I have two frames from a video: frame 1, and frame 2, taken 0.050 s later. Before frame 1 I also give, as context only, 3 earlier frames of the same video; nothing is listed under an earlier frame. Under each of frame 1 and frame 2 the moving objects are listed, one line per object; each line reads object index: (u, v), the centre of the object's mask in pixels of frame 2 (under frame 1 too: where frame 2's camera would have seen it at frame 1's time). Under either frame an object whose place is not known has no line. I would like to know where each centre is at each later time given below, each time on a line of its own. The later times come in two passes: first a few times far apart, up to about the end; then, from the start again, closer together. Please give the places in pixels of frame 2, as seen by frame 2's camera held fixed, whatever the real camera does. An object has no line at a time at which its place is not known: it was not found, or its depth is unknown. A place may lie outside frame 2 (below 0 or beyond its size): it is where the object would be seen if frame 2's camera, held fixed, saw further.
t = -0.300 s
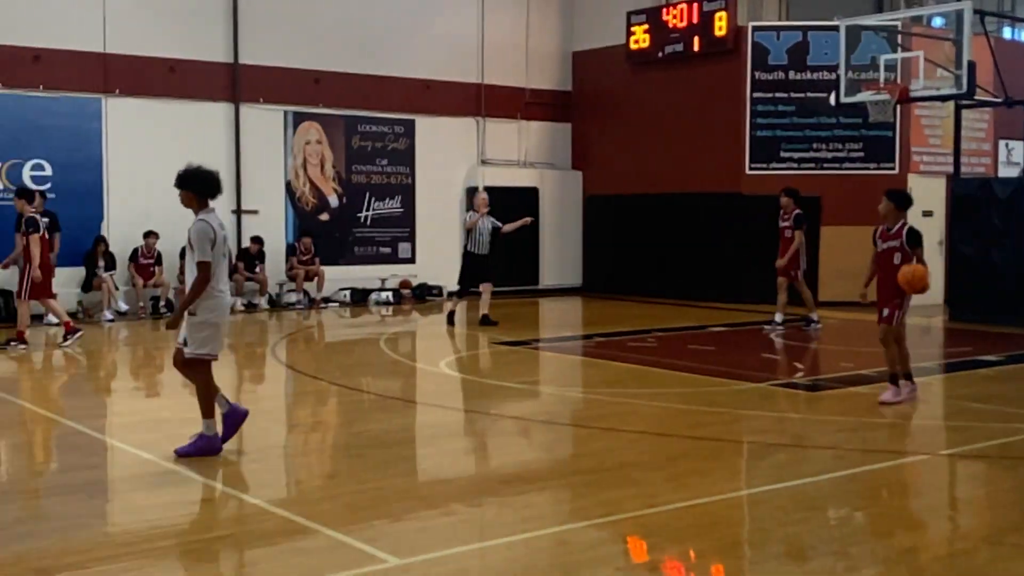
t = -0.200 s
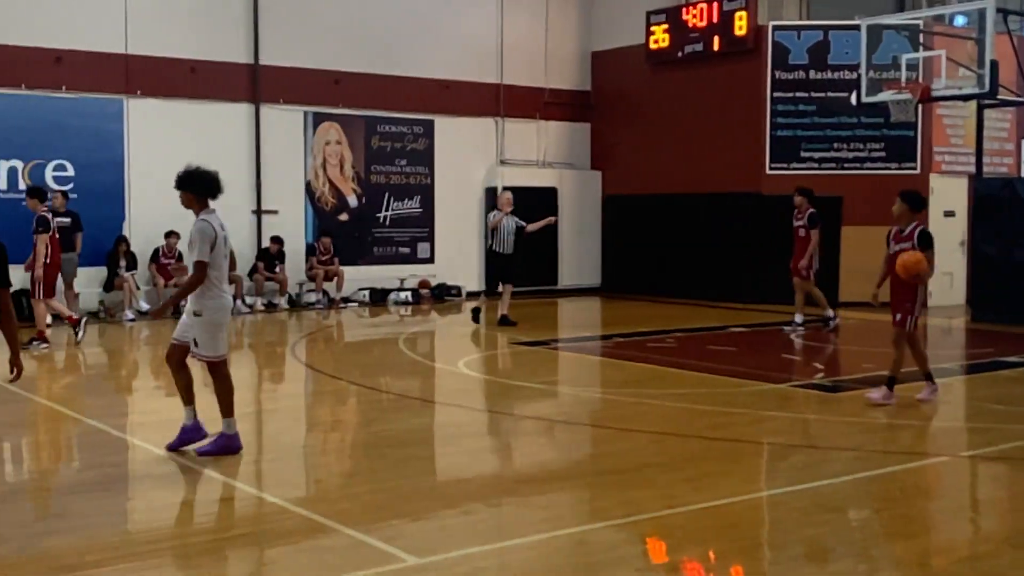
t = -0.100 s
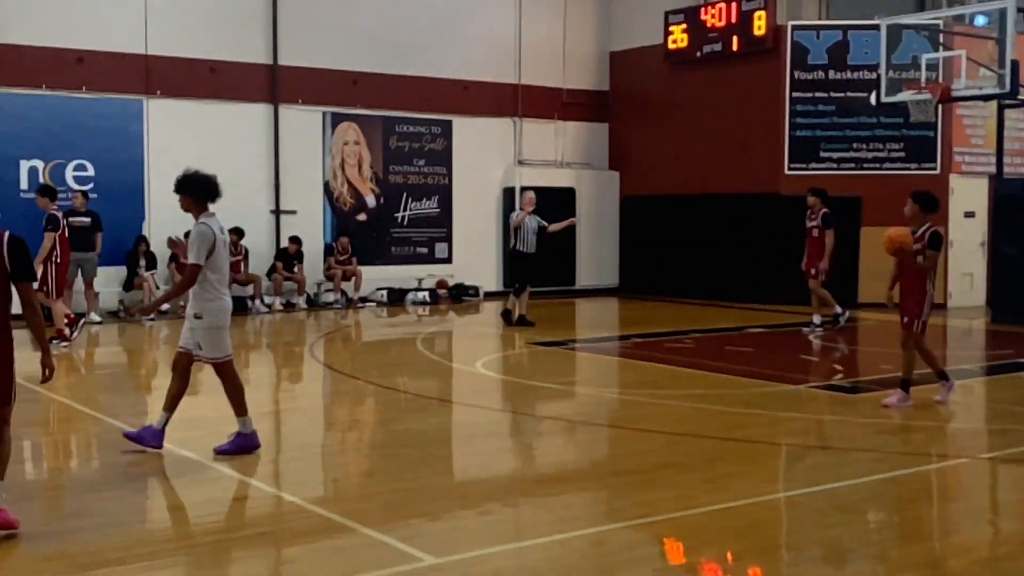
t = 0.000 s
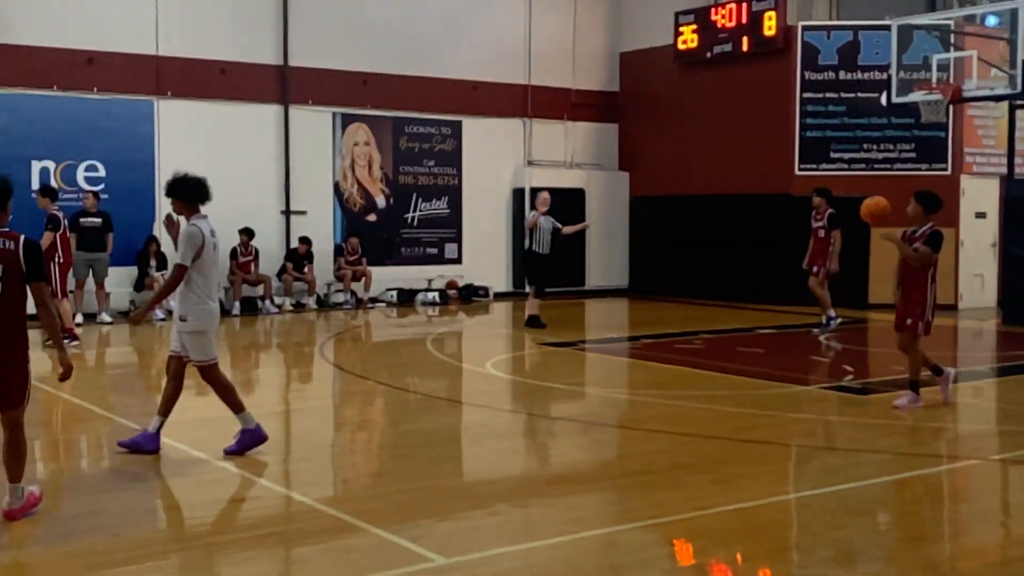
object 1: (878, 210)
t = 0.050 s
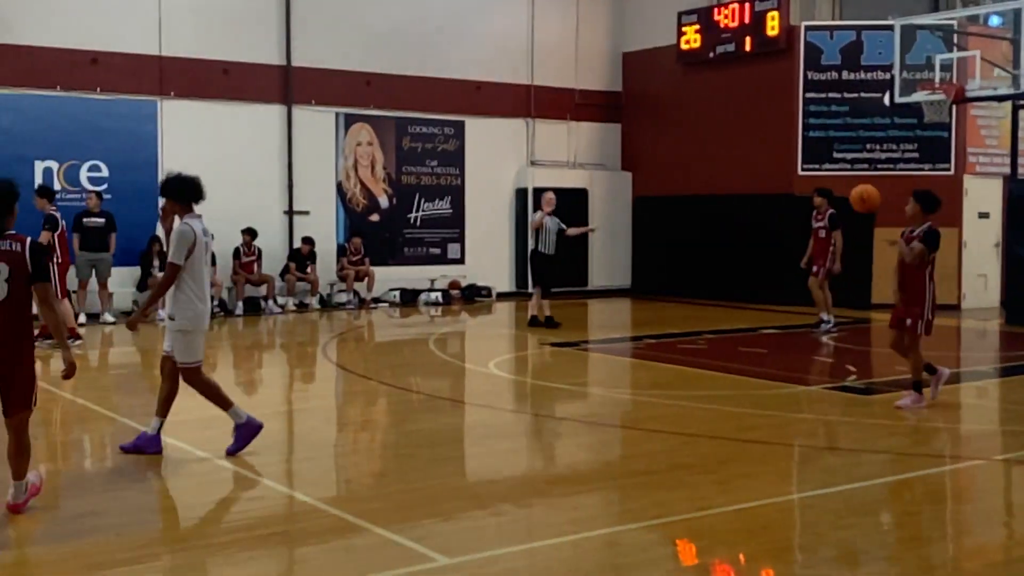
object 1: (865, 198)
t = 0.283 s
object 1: (808, 184)
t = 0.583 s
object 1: (748, 242)
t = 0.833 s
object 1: (708, 340)
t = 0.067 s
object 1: (860, 195)
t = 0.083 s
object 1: (856, 192)
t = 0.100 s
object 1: (852, 190)
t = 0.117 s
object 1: (847, 188)
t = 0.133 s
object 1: (843, 186)
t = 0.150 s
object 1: (839, 184)
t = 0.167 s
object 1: (835, 184)
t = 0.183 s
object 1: (831, 182)
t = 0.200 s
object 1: (827, 182)
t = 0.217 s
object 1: (822, 182)
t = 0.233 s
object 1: (819, 182)
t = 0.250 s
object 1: (816, 183)
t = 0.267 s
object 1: (812, 183)
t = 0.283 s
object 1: (808, 184)
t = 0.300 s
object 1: (804, 185)
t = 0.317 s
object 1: (801, 186)
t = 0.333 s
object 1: (797, 187)
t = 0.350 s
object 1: (794, 190)
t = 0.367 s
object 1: (790, 192)
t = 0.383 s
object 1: (786, 194)
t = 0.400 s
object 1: (783, 197)
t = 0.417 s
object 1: (780, 200)
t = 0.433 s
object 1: (776, 203)
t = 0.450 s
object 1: (773, 207)
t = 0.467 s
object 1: (770, 210)
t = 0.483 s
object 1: (767, 214)
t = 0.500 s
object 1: (764, 218)
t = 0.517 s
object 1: (760, 223)
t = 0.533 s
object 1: (757, 227)
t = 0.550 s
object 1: (754, 232)
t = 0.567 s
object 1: (751, 237)
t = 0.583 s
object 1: (748, 242)
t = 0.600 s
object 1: (745, 247)
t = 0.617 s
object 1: (742, 253)
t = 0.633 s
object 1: (739, 258)
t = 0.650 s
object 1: (737, 264)
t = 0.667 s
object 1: (734, 270)
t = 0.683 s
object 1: (731, 277)
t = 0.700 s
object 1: (729, 283)
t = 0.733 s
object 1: (723, 296)
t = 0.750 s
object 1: (720, 303)
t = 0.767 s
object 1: (718, 310)
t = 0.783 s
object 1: (715, 317)
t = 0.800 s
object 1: (713, 324)
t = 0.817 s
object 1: (711, 331)
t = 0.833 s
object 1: (708, 340)
